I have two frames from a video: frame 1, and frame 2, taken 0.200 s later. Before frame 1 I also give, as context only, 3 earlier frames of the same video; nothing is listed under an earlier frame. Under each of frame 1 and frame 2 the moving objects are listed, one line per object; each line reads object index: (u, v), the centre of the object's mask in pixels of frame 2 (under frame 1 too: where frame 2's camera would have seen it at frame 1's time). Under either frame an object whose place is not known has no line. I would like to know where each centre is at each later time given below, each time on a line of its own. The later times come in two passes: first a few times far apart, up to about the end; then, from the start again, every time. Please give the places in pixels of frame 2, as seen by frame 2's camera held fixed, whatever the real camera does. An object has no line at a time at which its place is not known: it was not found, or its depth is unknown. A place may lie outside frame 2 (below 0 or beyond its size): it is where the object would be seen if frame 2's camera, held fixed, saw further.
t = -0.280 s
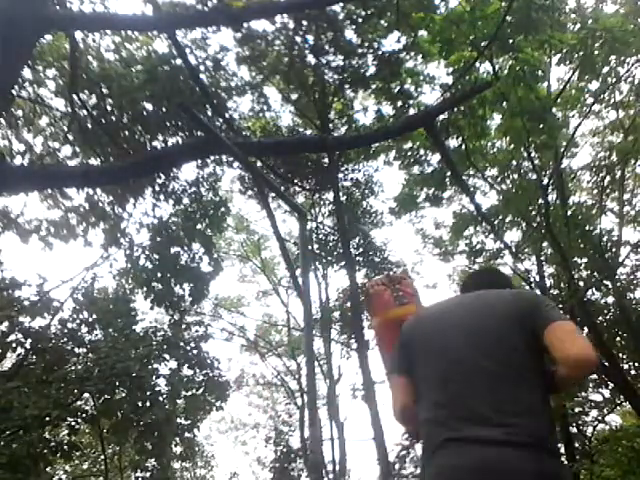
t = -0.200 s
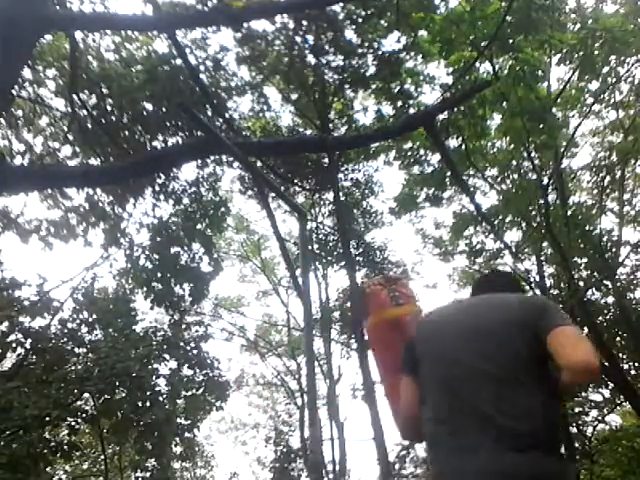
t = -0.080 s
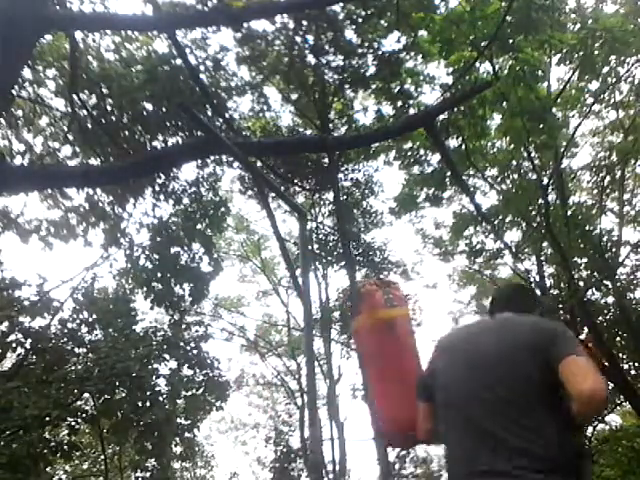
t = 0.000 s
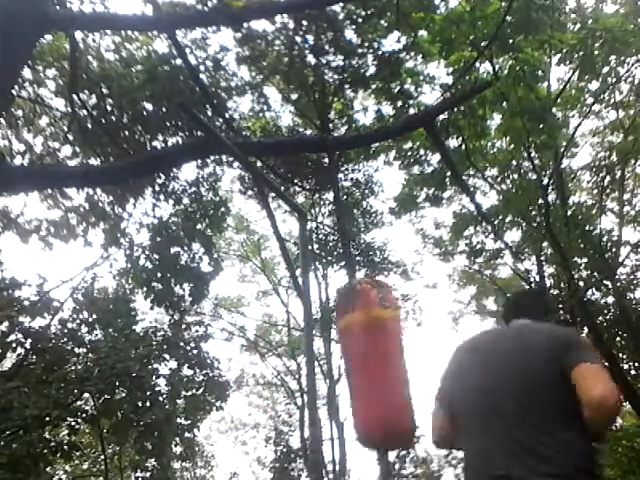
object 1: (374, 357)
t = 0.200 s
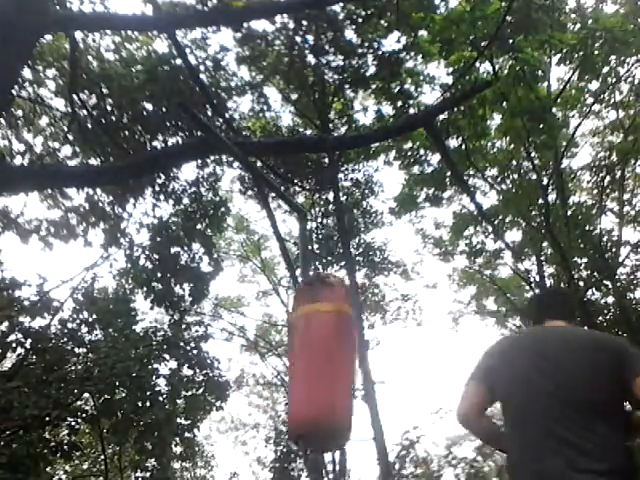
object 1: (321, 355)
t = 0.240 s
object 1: (310, 353)
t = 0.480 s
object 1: (251, 324)
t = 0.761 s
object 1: (223, 303)
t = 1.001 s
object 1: (240, 319)
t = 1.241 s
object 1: (301, 349)
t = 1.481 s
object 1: (363, 356)
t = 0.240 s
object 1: (310, 353)
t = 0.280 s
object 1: (299, 353)
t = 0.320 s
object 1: (287, 346)
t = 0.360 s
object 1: (278, 339)
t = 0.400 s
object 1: (267, 334)
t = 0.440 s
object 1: (259, 329)
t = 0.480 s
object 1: (251, 324)
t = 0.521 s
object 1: (244, 321)
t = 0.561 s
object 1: (237, 315)
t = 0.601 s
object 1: (232, 312)
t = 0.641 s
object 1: (228, 309)
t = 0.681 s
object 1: (226, 306)
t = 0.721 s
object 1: (224, 305)
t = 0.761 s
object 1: (223, 303)
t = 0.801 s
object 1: (223, 304)
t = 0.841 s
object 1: (225, 305)
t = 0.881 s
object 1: (227, 307)
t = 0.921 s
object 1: (230, 309)
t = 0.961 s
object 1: (234, 314)
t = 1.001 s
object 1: (240, 319)
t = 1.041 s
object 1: (247, 325)
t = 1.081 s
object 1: (256, 331)
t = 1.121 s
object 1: (266, 335)
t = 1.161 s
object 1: (277, 342)
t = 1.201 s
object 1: (288, 346)
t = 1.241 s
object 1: (301, 349)
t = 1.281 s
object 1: (312, 351)
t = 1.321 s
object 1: (323, 353)
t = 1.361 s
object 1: (334, 356)
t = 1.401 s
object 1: (343, 357)
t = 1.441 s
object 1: (354, 357)
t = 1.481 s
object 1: (363, 356)
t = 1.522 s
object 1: (372, 357)
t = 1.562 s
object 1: (379, 355)
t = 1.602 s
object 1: (387, 356)
